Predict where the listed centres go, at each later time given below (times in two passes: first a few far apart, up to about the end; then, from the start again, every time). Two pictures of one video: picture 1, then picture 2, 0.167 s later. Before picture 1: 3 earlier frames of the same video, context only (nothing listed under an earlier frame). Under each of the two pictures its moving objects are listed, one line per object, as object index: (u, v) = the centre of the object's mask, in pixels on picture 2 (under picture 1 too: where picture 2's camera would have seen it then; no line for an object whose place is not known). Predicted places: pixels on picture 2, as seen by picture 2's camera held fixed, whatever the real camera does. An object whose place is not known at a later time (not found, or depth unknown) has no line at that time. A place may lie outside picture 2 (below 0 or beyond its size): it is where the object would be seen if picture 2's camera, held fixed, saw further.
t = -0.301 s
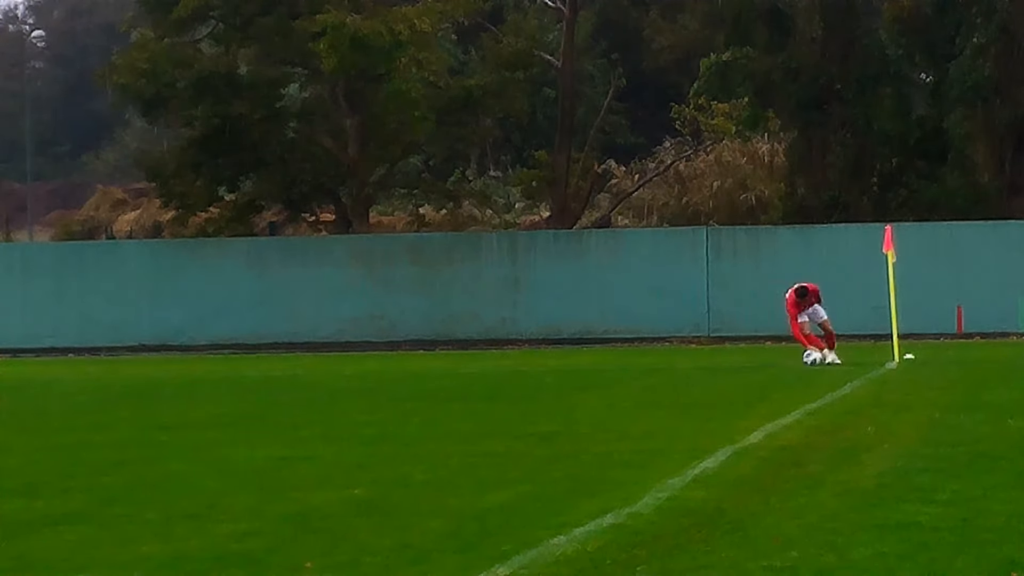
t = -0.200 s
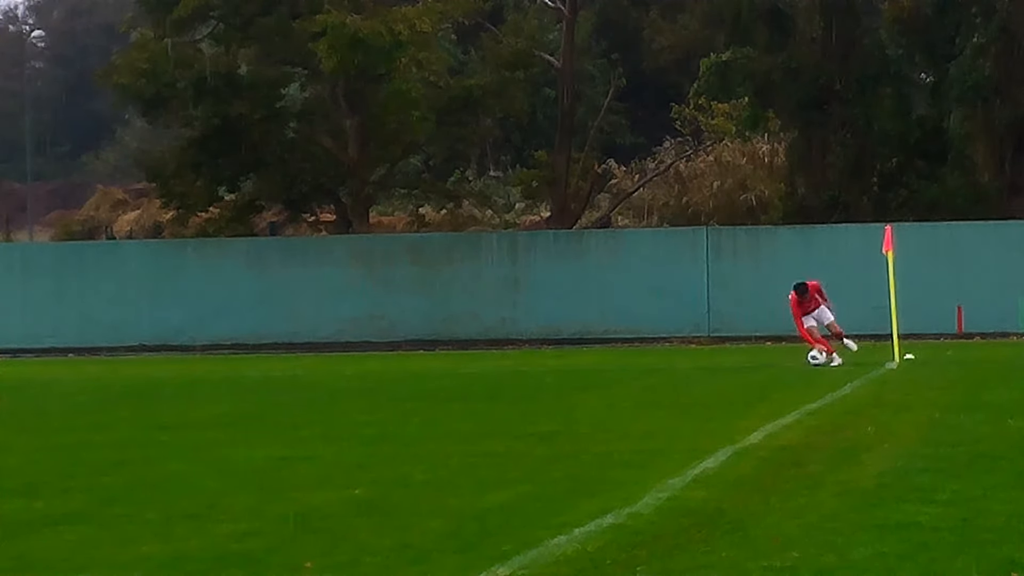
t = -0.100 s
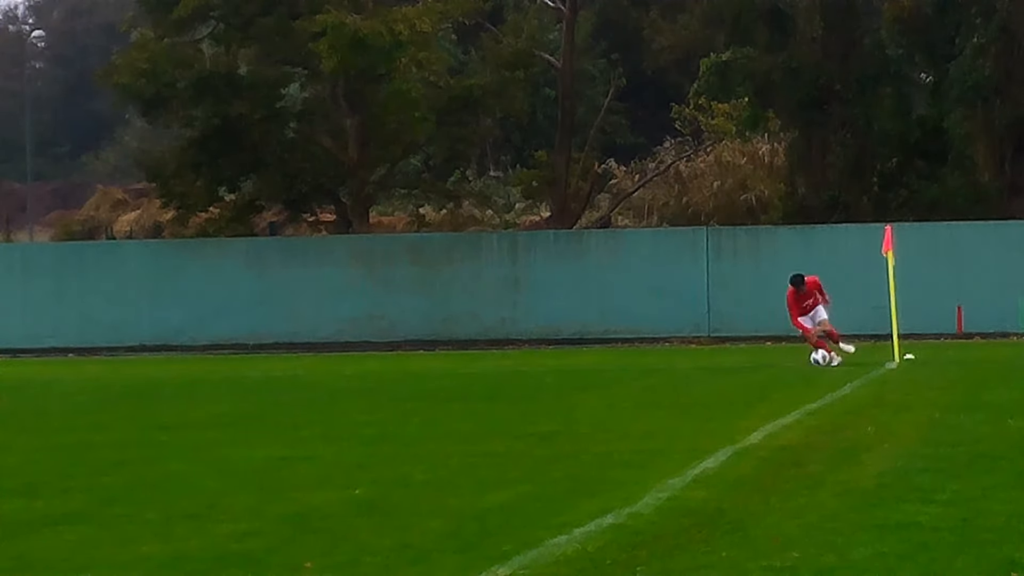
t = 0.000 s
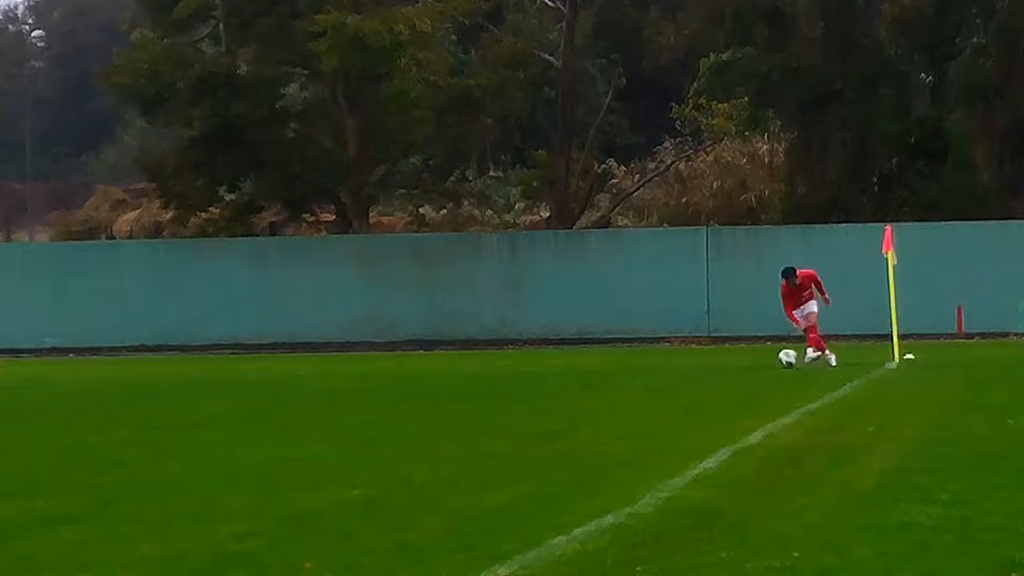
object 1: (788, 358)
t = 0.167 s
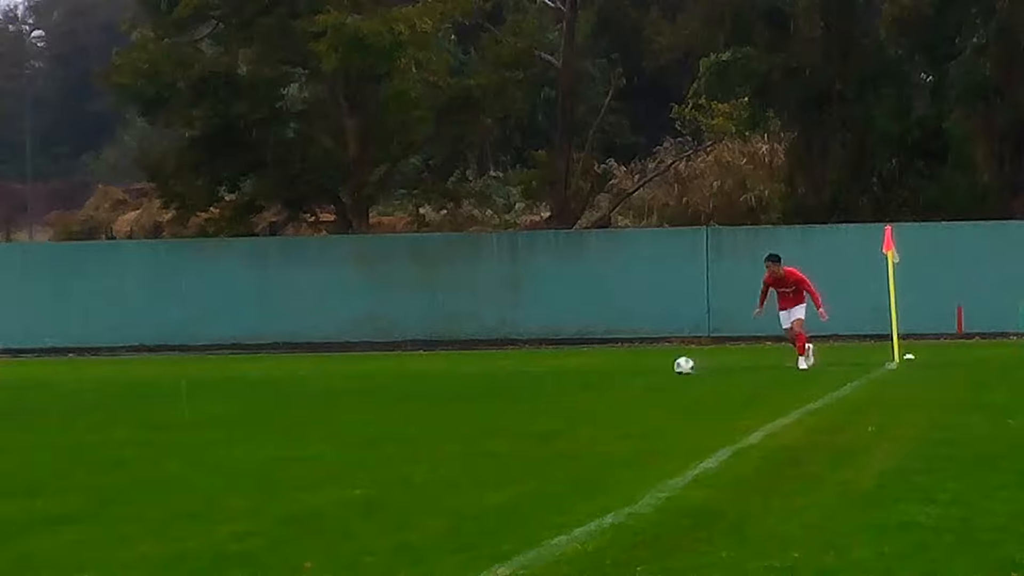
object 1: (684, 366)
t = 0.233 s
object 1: (645, 366)
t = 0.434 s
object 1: (531, 372)
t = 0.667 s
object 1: (411, 376)
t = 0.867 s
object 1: (322, 382)
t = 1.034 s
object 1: (254, 384)
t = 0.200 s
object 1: (664, 366)
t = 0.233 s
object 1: (645, 366)
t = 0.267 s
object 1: (625, 367)
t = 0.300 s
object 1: (605, 369)
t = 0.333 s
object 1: (586, 370)
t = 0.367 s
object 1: (567, 370)
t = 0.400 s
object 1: (549, 371)
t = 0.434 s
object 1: (531, 372)
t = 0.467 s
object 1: (512, 374)
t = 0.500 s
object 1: (495, 373)
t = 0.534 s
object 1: (478, 374)
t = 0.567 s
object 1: (461, 375)
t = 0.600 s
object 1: (444, 376)
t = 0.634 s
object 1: (427, 377)
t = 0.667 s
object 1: (411, 376)
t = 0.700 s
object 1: (396, 376)
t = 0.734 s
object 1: (379, 376)
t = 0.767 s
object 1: (366, 379)
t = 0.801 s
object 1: (351, 380)
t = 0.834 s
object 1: (339, 381)
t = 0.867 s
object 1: (322, 382)
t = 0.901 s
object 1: (306, 381)
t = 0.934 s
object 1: (296, 380)
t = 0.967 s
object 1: (281, 382)
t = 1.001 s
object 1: (268, 384)
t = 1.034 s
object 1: (254, 384)
